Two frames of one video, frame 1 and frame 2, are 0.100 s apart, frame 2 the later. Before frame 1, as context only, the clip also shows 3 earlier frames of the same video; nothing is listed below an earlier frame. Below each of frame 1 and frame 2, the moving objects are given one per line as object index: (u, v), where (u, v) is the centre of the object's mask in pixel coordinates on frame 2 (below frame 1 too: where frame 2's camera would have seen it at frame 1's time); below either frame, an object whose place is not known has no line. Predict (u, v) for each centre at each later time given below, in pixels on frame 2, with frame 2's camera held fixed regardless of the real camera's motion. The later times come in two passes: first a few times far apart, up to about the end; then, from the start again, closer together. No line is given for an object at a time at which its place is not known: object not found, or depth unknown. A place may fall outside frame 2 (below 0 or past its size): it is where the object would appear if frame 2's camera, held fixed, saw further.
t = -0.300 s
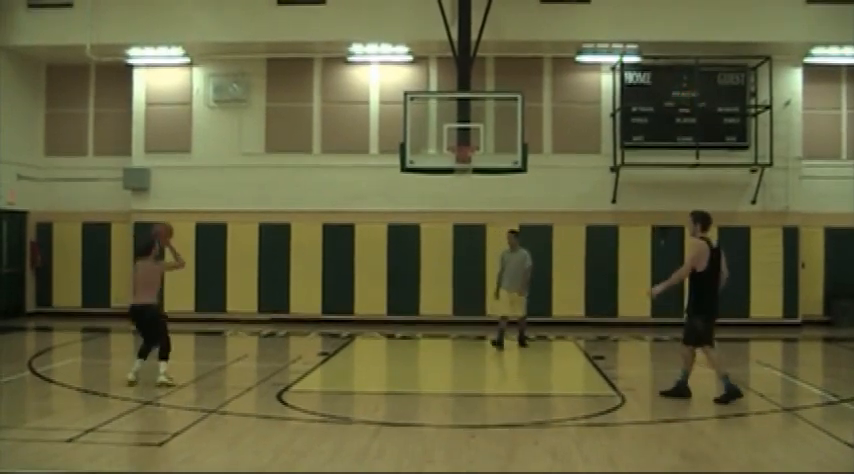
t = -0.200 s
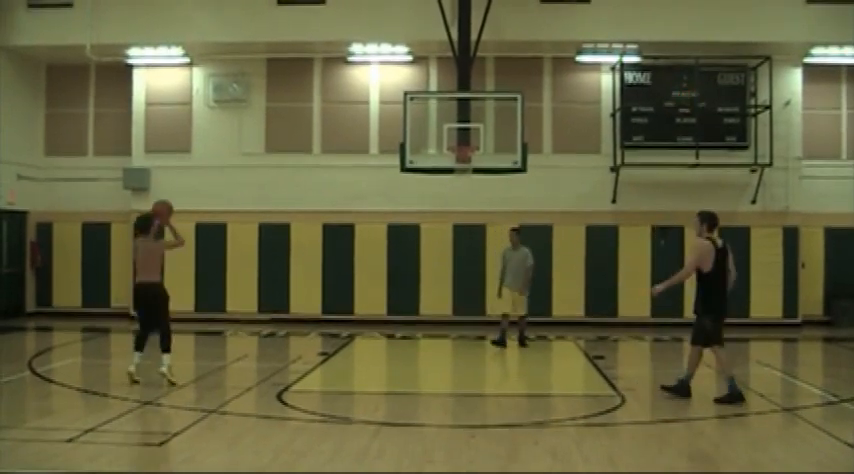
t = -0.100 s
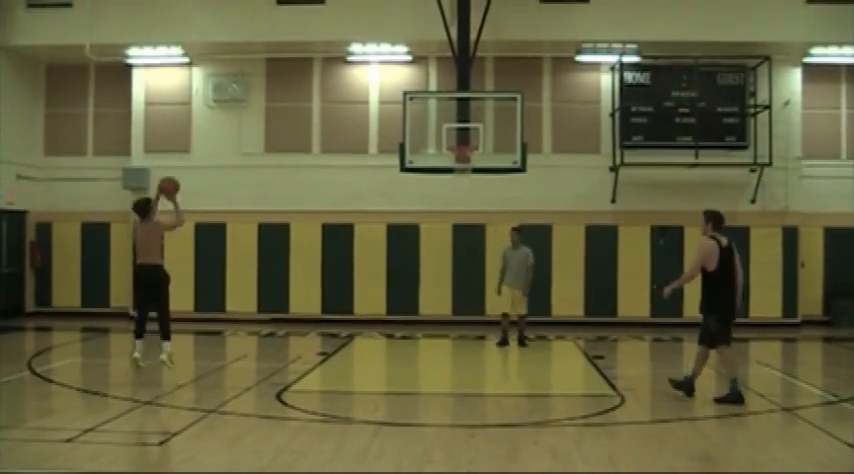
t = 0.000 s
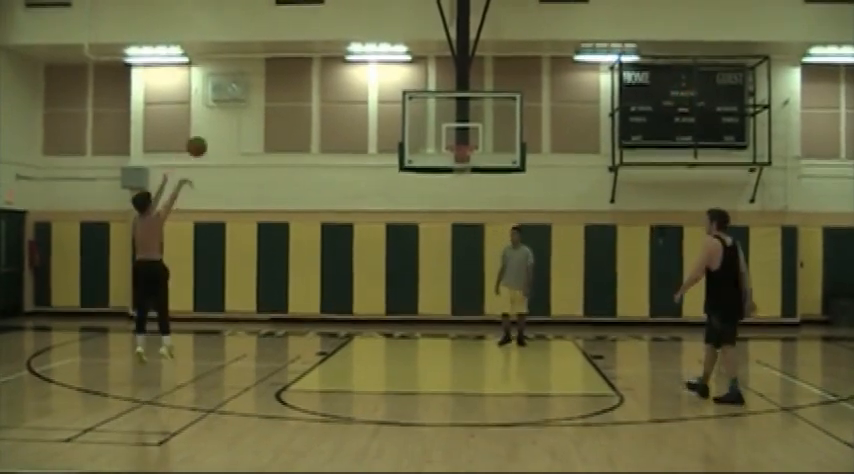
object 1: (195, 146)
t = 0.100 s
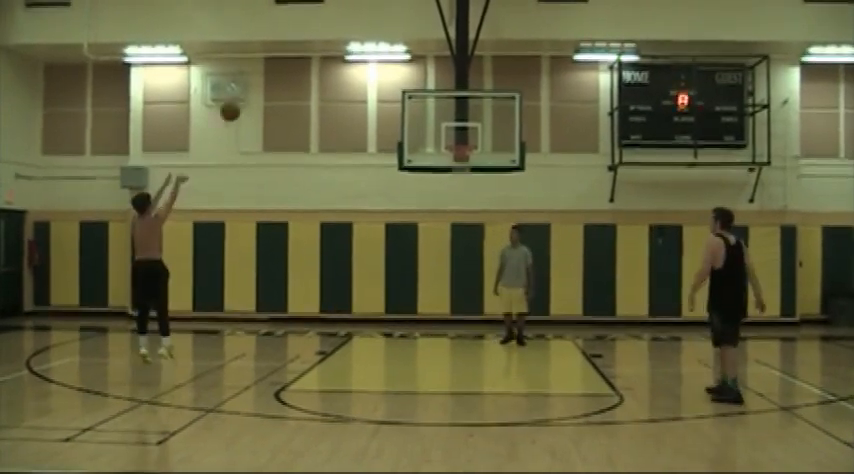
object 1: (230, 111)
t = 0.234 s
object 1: (271, 81)
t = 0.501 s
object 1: (346, 62)
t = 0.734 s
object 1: (403, 87)
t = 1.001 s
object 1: (454, 143)
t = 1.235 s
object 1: (476, 121)
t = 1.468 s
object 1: (484, 114)
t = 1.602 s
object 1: (490, 125)
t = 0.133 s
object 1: (240, 102)
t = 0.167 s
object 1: (251, 94)
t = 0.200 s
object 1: (261, 86)
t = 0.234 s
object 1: (271, 81)
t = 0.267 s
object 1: (282, 76)
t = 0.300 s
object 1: (290, 72)
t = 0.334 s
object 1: (300, 70)
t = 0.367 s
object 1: (311, 65)
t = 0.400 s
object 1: (321, 64)
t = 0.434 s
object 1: (330, 62)
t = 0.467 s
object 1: (338, 62)
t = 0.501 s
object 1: (346, 62)
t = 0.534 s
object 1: (355, 63)
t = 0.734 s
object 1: (403, 87)
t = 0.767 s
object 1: (410, 93)
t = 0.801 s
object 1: (418, 100)
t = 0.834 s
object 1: (425, 107)
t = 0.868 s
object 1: (432, 115)
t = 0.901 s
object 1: (440, 124)
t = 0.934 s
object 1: (446, 133)
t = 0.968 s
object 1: (450, 141)
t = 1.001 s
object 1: (454, 143)
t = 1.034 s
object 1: (459, 145)
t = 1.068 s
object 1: (464, 145)
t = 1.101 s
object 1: (472, 138)
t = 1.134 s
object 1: (472, 134)
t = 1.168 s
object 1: (473, 130)
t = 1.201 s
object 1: (475, 126)
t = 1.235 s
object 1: (476, 121)
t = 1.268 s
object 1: (478, 119)
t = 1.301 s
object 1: (479, 116)
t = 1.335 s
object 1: (480, 115)
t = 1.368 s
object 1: (481, 114)
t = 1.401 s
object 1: (482, 113)
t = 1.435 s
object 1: (483, 113)
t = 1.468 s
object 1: (484, 114)
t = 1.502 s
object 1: (486, 115)
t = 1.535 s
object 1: (487, 118)
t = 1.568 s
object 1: (488, 121)
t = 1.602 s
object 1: (490, 125)
